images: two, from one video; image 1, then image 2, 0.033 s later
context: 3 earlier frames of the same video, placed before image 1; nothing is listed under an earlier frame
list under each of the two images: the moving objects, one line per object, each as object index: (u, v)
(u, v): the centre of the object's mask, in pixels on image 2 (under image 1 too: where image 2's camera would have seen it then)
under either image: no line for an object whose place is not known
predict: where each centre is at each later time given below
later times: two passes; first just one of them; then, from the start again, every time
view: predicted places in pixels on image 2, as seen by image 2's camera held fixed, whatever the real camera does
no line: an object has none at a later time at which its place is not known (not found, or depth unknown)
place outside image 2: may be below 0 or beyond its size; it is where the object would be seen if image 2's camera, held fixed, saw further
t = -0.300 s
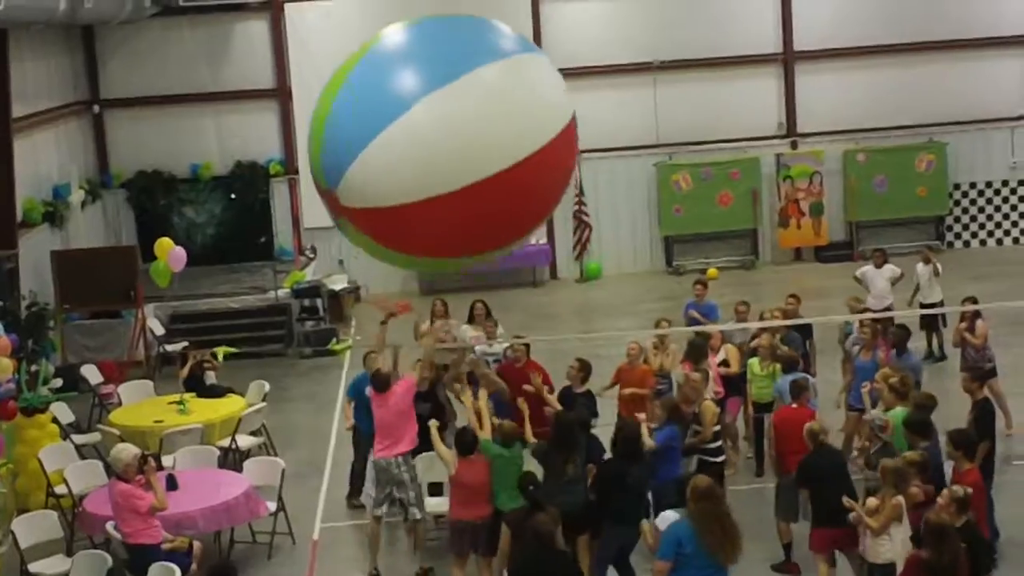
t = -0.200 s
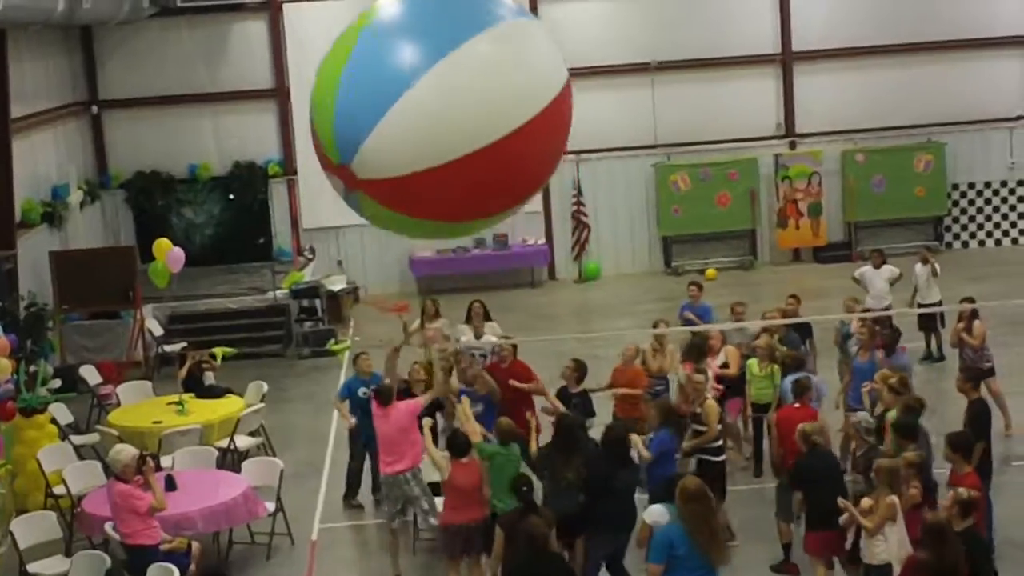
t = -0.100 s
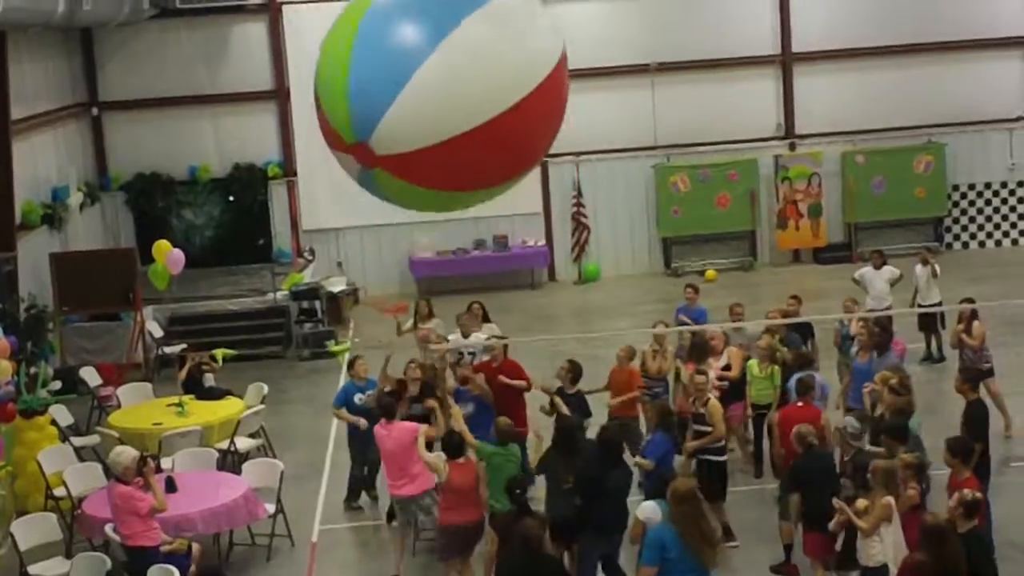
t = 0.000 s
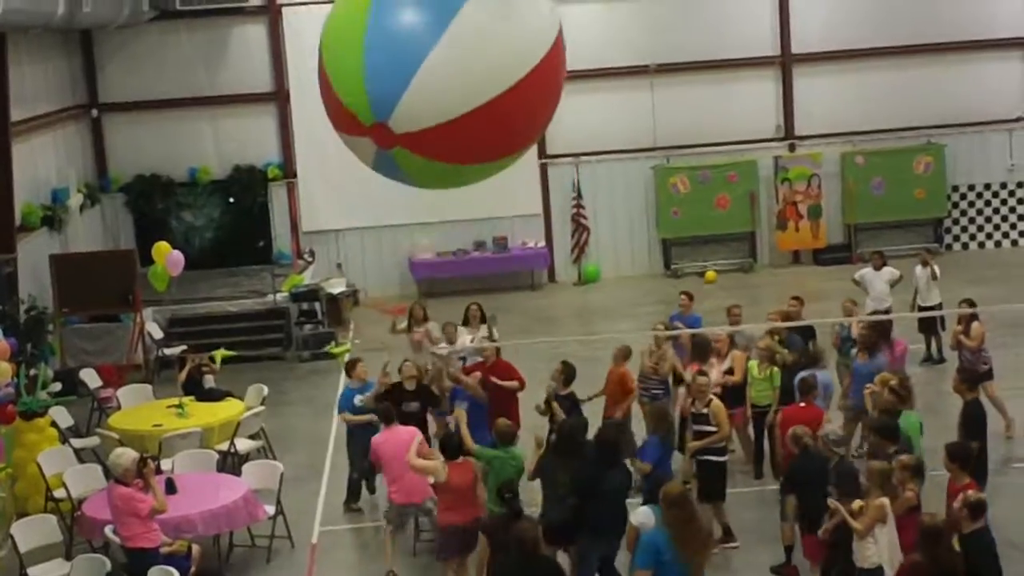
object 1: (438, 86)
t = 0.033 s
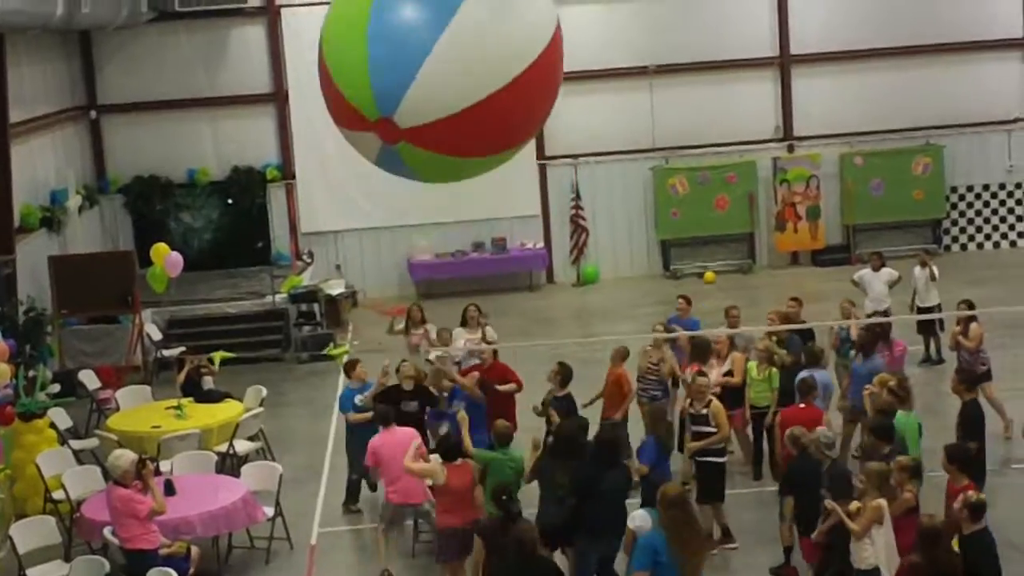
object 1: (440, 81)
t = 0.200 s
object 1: (445, 66)
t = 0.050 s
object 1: (440, 79)
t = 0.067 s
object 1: (441, 77)
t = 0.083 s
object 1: (442, 76)
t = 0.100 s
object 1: (442, 73)
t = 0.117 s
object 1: (443, 72)
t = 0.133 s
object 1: (443, 70)
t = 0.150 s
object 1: (443, 68)
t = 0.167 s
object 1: (443, 67)
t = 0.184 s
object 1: (444, 67)
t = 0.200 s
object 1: (445, 66)
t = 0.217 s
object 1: (445, 64)
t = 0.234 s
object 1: (446, 63)
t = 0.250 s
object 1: (446, 62)
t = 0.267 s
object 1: (446, 60)
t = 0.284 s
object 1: (448, 60)
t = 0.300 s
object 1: (448, 58)
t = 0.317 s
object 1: (449, 57)
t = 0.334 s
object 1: (449, 57)
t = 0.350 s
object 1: (450, 56)
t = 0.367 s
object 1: (451, 55)
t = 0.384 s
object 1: (451, 55)
